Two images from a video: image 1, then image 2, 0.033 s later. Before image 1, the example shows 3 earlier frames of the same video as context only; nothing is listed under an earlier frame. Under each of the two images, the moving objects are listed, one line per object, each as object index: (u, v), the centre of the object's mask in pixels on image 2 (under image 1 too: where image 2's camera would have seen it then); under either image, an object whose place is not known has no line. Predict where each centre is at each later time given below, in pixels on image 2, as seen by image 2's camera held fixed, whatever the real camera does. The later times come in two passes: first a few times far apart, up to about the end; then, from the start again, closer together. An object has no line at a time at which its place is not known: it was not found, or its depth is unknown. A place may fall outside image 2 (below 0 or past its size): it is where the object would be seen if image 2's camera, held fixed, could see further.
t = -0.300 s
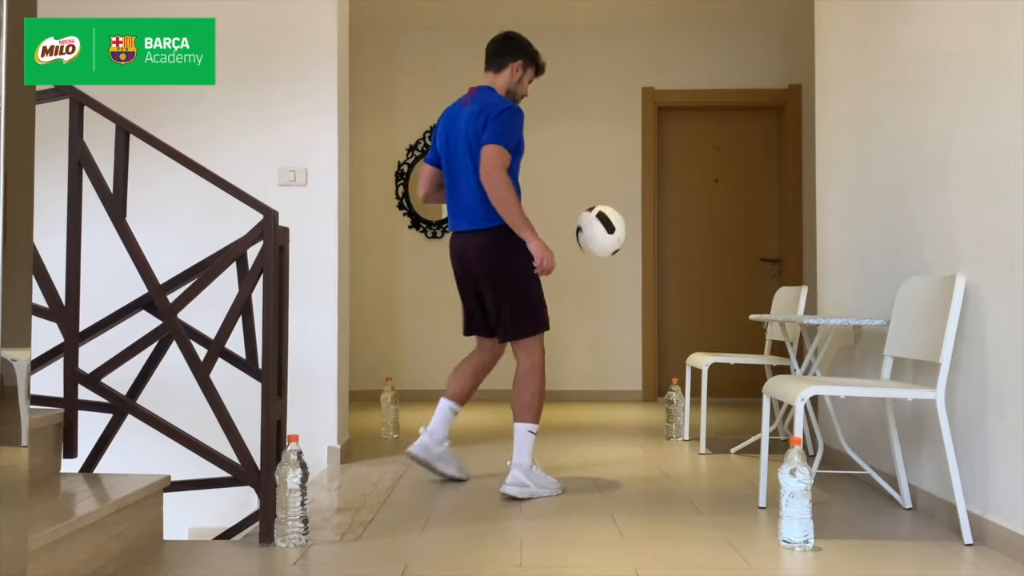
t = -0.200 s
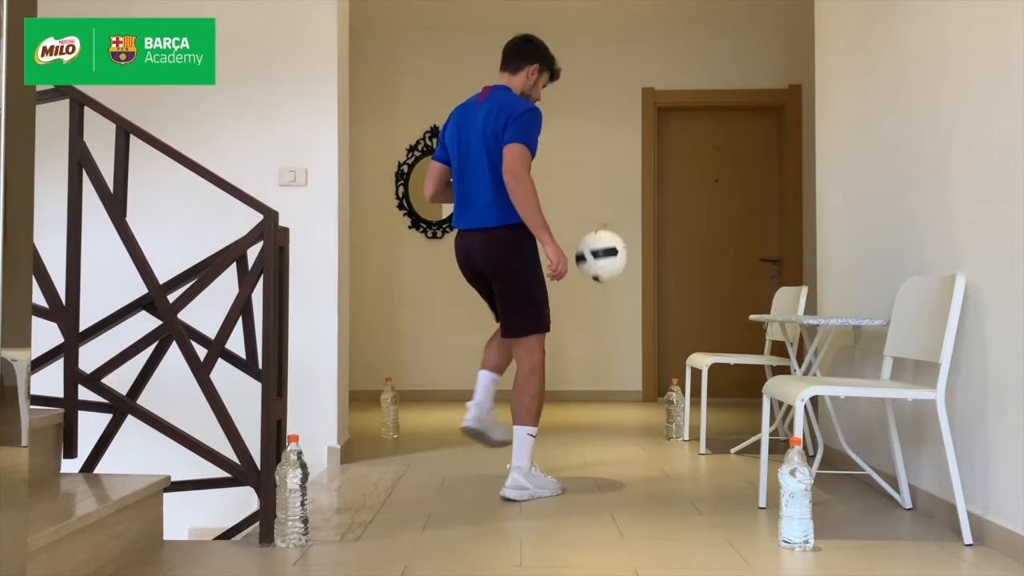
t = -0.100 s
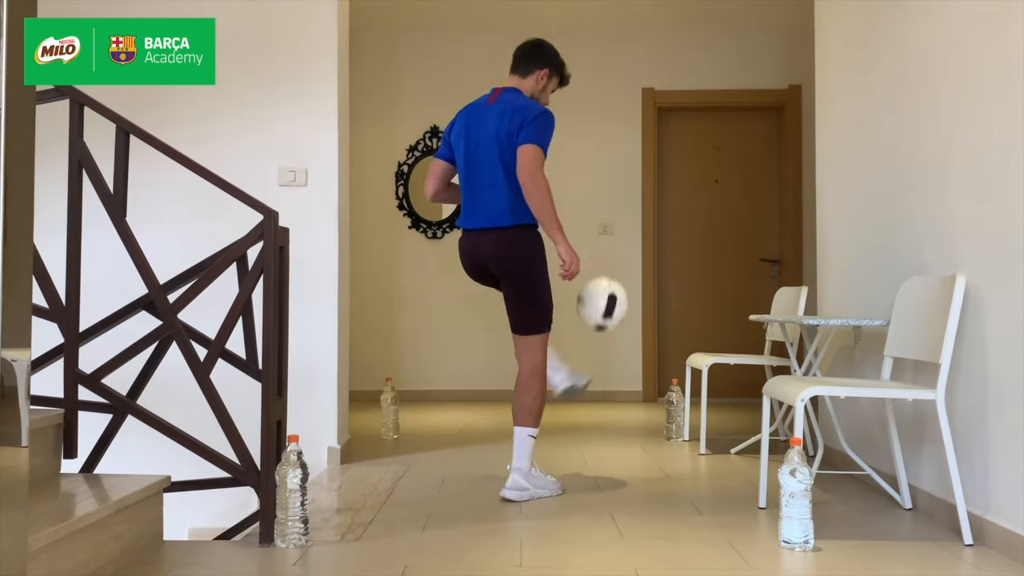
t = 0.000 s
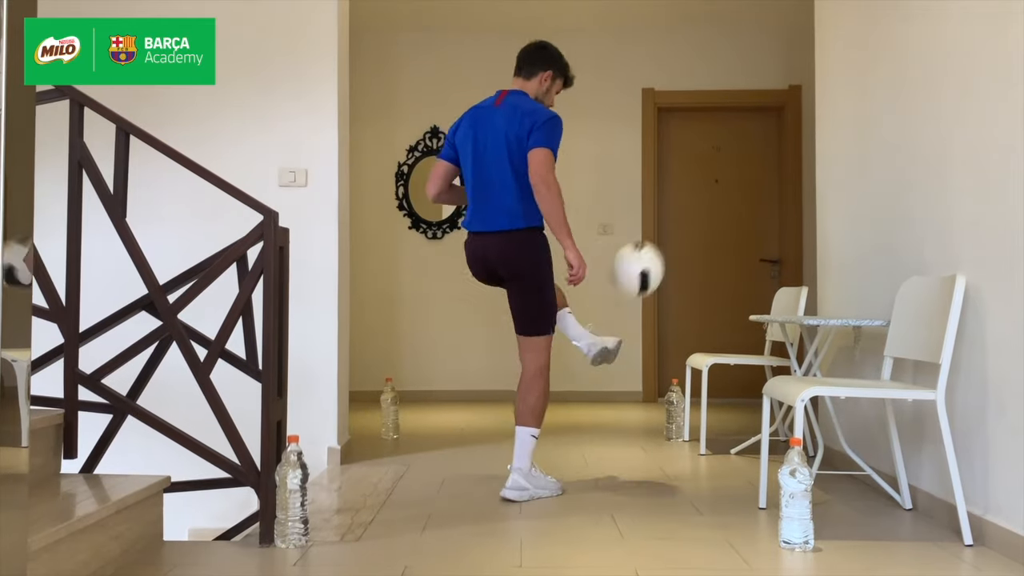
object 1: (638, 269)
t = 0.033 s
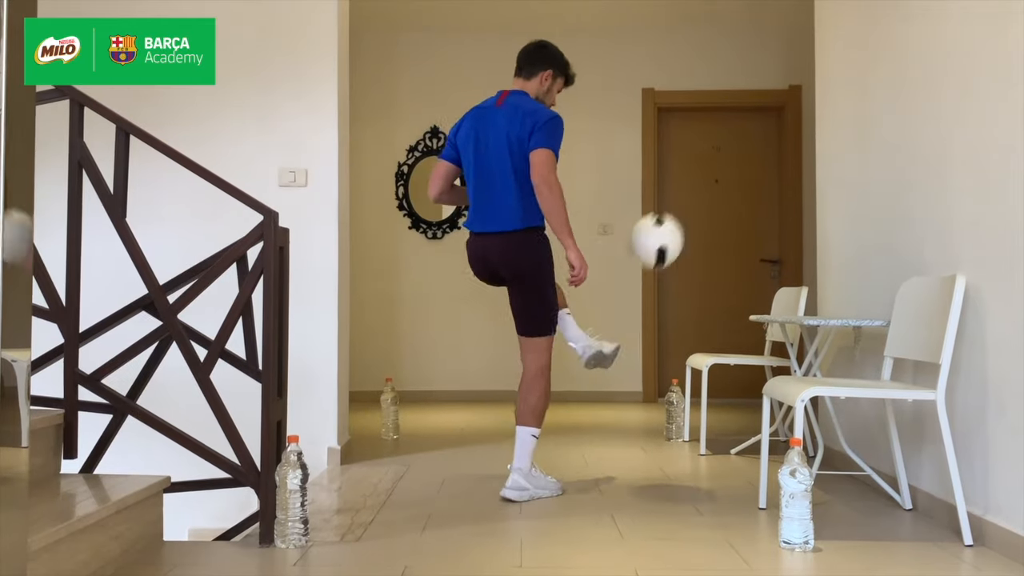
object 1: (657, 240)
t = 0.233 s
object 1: (774, 115)
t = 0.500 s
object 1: (791, 99)
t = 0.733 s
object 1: (685, 237)
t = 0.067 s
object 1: (675, 213)
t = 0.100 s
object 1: (695, 189)
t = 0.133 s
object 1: (714, 167)
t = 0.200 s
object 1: (754, 130)
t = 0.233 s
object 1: (774, 115)
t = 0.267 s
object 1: (792, 104)
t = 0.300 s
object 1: (811, 94)
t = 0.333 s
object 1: (832, 88)
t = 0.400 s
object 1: (835, 83)
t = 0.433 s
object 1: (820, 85)
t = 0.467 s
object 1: (806, 91)
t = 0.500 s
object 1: (791, 99)
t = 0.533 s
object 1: (777, 110)
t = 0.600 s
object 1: (746, 141)
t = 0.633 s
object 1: (731, 160)
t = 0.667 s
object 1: (715, 182)
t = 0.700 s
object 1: (700, 209)
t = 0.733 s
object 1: (685, 237)
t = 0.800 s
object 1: (655, 302)
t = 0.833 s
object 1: (640, 340)
